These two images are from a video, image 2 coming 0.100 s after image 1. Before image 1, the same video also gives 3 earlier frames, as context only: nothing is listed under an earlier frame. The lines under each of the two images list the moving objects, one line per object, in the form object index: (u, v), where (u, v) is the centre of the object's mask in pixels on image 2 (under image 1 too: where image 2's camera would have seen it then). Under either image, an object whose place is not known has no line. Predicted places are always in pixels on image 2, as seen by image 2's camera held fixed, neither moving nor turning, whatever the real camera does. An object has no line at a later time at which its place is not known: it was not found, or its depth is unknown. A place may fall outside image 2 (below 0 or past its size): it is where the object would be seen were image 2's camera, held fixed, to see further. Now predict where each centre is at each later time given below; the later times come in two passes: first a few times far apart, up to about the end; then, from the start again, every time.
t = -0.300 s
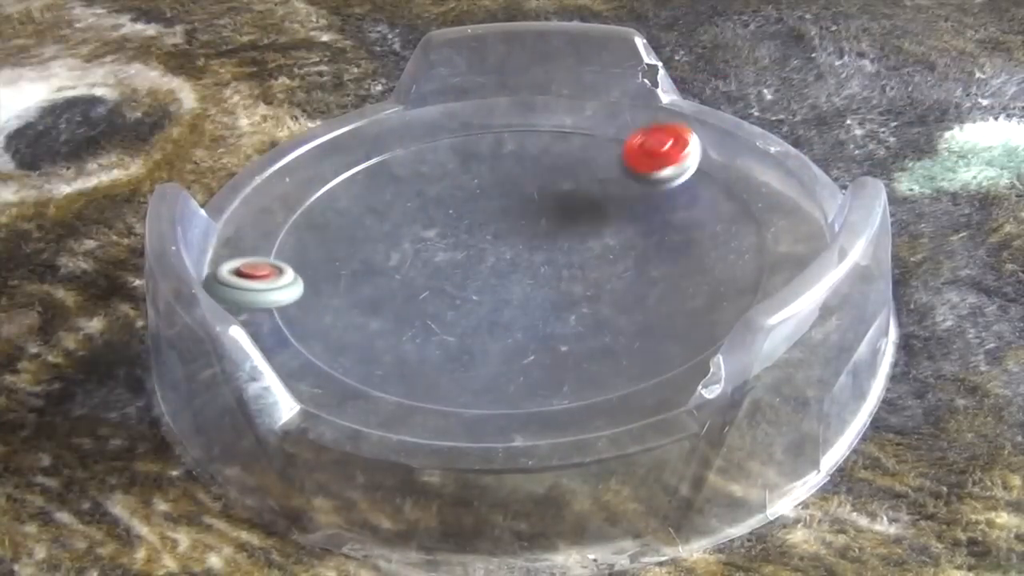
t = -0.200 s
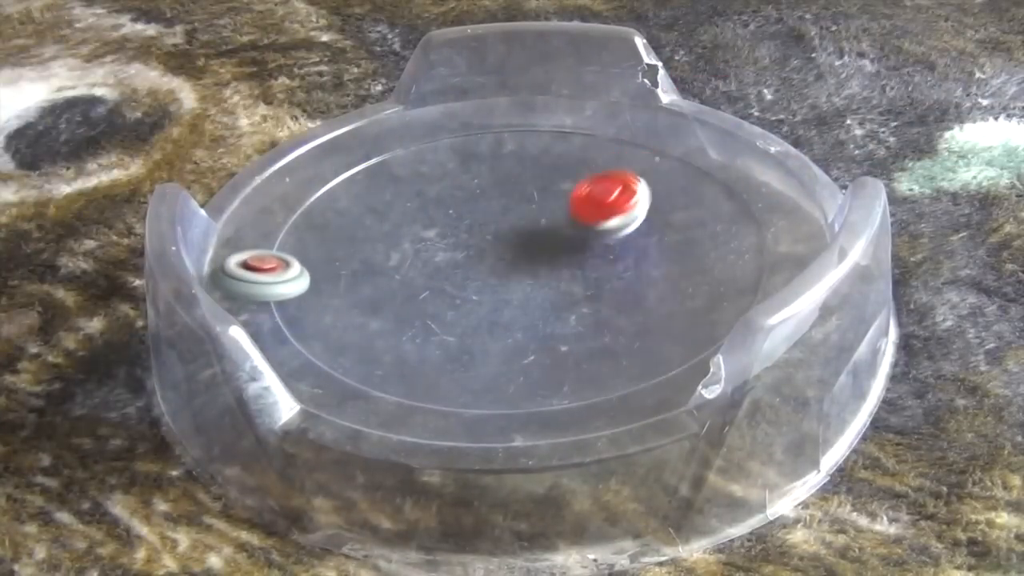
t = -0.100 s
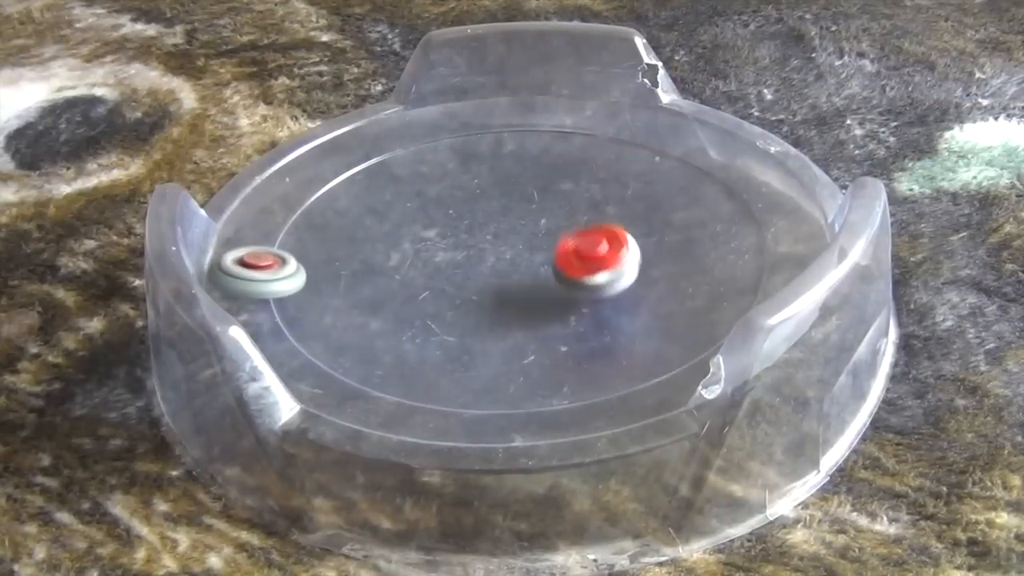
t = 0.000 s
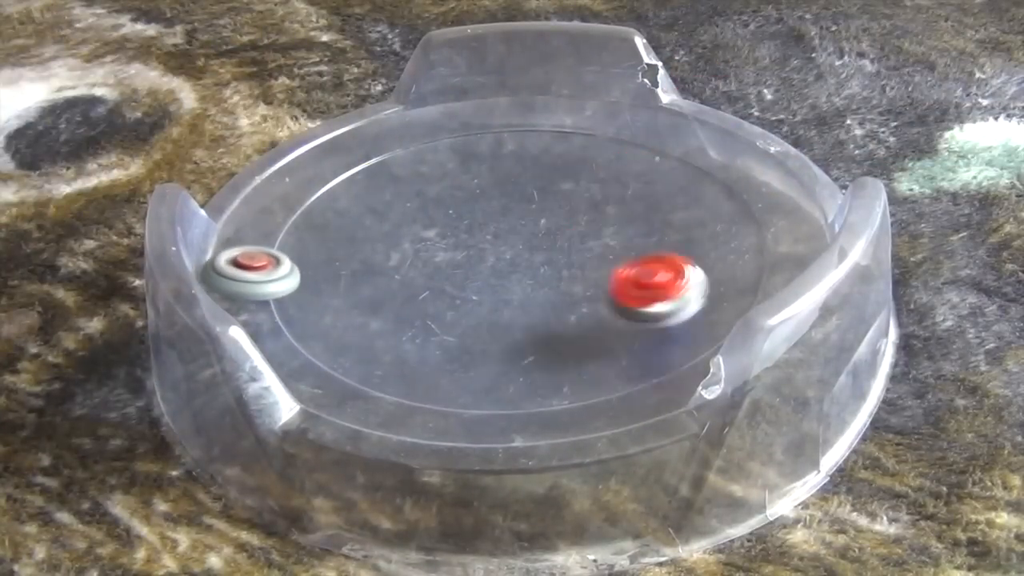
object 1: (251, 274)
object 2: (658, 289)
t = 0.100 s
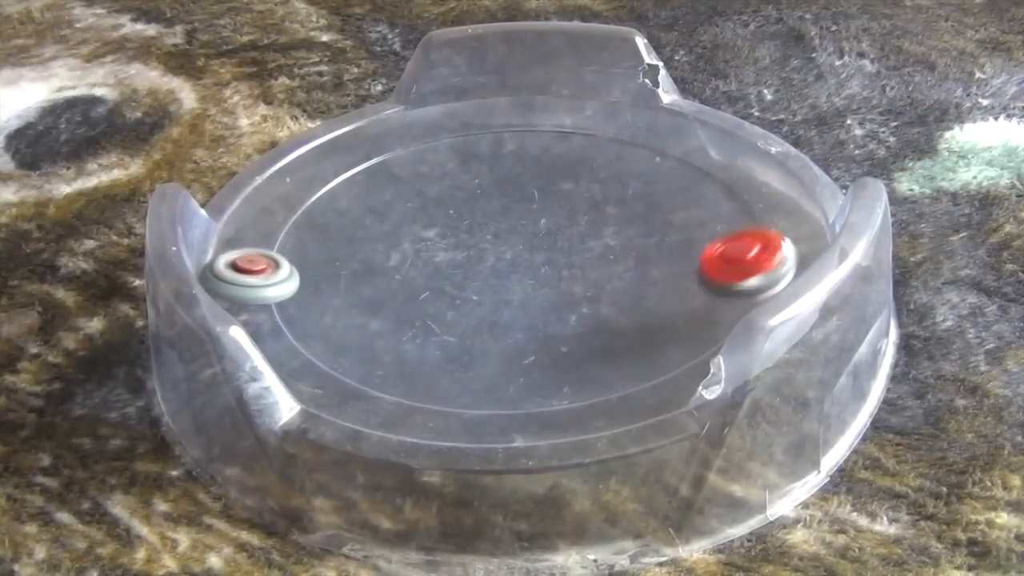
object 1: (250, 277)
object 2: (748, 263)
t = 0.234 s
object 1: (252, 284)
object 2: (784, 232)
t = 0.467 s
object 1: (346, 320)
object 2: (604, 234)
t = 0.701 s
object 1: (590, 324)
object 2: (468, 229)
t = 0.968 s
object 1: (588, 201)
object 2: (504, 318)
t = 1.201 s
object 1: (388, 157)
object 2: (598, 199)
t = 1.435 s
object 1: (355, 326)
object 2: (328, 216)
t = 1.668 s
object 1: (647, 358)
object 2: (488, 356)
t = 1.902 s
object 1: (725, 241)
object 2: (527, 257)
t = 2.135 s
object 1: (482, 193)
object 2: (296, 229)
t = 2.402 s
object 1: (266, 295)
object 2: (493, 326)
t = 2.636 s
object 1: (657, 364)
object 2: (525, 164)
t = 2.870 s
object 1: (674, 79)
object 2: (323, 180)
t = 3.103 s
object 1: (567, 234)
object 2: (492, 282)
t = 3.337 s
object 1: (557, 187)
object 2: (660, 285)
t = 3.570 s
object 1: (450, 218)
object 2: (646, 159)
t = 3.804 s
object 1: (575, 291)
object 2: (417, 224)
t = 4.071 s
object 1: (659, 186)
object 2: (555, 343)
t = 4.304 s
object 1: (490, 206)
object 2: (682, 229)
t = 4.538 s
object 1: (500, 310)
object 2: (462, 188)
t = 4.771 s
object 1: (669, 271)
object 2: (334, 297)
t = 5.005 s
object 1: (559, 215)
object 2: (581, 321)
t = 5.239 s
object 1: (440, 287)
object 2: (608, 184)
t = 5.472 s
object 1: (580, 317)
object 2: (404, 159)
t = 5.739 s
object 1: (577, 221)
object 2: (434, 306)
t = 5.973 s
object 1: (424, 249)
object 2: (677, 246)
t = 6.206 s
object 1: (512, 317)
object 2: (611, 138)
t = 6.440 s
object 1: (605, 251)
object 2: (420, 209)
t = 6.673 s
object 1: (523, 205)
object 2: (500, 331)
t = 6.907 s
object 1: (425, 265)
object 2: (707, 261)
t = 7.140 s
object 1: (544, 306)
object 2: (570, 184)
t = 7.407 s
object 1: (621, 233)
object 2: (352, 256)
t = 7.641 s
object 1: (523, 199)
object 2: (489, 341)
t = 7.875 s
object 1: (444, 262)
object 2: (632, 238)
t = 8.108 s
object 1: (539, 308)
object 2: (494, 157)
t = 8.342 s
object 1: (624, 254)
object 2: (359, 235)
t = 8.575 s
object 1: (545, 208)
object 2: (547, 305)
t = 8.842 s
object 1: (443, 265)
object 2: (670, 184)
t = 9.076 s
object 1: (528, 312)
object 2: (501, 168)
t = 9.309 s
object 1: (608, 256)
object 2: (429, 285)
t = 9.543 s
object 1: (507, 223)
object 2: (619, 315)
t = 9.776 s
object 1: (438, 277)
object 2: (644, 215)
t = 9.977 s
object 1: (524, 310)
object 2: (477, 199)
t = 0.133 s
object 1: (250, 278)
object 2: (761, 254)
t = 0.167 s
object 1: (252, 280)
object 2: (774, 244)
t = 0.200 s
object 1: (252, 282)
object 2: (781, 238)
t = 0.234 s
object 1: (252, 284)
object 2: (784, 232)
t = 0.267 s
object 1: (255, 286)
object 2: (780, 229)
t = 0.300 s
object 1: (257, 289)
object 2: (769, 225)
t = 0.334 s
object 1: (260, 293)
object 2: (751, 225)
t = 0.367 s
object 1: (267, 299)
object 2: (723, 224)
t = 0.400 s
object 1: (284, 304)
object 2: (689, 224)
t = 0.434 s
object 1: (309, 313)
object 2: (648, 227)
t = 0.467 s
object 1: (346, 320)
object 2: (604, 234)
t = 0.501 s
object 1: (390, 324)
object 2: (561, 245)
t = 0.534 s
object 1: (444, 321)
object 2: (520, 258)
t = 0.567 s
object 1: (483, 315)
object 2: (495, 250)
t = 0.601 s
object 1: (507, 307)
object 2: (485, 231)
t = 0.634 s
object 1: (536, 318)
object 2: (478, 229)
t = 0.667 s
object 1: (564, 330)
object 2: (471, 230)
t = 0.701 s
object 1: (590, 324)
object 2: (468, 229)
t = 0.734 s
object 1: (608, 315)
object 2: (464, 234)
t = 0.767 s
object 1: (622, 302)
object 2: (456, 243)
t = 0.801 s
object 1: (630, 286)
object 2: (444, 255)
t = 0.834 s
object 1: (633, 270)
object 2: (434, 272)
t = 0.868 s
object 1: (630, 252)
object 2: (432, 287)
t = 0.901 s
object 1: (620, 234)
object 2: (445, 302)
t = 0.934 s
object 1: (606, 217)
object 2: (469, 314)
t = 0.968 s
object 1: (588, 201)
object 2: (504, 318)
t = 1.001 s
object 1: (564, 187)
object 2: (543, 316)
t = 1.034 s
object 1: (537, 174)
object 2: (580, 305)
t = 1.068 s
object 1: (508, 162)
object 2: (610, 286)
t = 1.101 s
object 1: (479, 155)
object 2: (627, 264)
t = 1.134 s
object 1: (447, 150)
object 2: (631, 239)
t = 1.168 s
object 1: (416, 148)
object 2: (621, 217)
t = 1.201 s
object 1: (388, 157)
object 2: (598, 199)
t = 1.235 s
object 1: (365, 168)
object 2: (569, 183)
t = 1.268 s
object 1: (343, 187)
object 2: (531, 173)
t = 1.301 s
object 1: (328, 210)
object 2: (489, 168)
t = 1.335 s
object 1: (321, 238)
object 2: (447, 169)
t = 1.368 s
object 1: (319, 266)
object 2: (403, 178)
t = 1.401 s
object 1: (327, 297)
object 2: (361, 195)
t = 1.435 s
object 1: (355, 326)
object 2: (328, 216)
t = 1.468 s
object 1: (392, 353)
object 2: (308, 241)
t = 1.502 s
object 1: (436, 378)
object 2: (301, 268)
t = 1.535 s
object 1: (492, 392)
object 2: (312, 296)
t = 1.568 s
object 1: (553, 407)
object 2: (338, 321)
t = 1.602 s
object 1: (615, 398)
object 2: (379, 339)
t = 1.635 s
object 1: (660, 379)
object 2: (429, 352)
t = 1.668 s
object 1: (647, 358)
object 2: (488, 356)
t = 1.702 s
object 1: (642, 355)
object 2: (535, 349)
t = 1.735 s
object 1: (663, 339)
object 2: (559, 340)
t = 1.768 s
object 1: (698, 313)
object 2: (557, 305)
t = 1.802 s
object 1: (720, 295)
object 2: (553, 289)
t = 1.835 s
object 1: (732, 276)
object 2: (552, 290)
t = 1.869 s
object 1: (734, 257)
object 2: (541, 271)
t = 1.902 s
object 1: (725, 241)
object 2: (527, 257)
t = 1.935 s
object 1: (709, 227)
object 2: (502, 242)
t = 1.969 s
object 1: (685, 217)
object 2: (472, 230)
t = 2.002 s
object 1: (653, 207)
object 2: (439, 221)
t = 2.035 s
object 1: (616, 200)
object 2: (403, 216)
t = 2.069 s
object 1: (571, 197)
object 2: (365, 215)
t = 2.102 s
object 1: (527, 195)
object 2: (329, 221)
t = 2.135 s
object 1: (482, 193)
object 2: (296, 229)
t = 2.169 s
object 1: (438, 192)
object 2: (277, 243)
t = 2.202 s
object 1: (396, 194)
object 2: (279, 266)
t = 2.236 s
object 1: (351, 199)
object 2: (295, 293)
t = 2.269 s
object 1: (319, 207)
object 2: (326, 319)
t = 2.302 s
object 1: (298, 227)
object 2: (363, 334)
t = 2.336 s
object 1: (282, 247)
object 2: (405, 340)
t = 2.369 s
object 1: (269, 272)
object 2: (450, 336)
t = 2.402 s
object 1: (266, 295)
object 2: (493, 326)
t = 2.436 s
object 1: (288, 318)
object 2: (530, 308)
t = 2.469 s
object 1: (322, 346)
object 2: (558, 282)
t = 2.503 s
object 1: (368, 369)
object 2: (572, 257)
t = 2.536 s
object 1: (429, 386)
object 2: (572, 232)
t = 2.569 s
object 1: (501, 393)
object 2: (565, 207)
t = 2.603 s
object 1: (581, 386)
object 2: (549, 184)
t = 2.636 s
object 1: (657, 364)
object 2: (525, 164)
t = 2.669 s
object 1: (708, 322)
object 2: (496, 147)
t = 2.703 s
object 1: (755, 282)
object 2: (463, 135)
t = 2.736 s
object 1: (782, 241)
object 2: (429, 127)
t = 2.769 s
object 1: (776, 197)
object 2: (398, 132)
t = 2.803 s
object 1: (744, 154)
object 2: (370, 146)
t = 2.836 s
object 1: (704, 114)
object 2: (344, 161)
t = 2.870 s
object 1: (674, 79)
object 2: (323, 180)
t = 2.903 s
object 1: (668, 79)
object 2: (314, 193)
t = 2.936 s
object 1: (661, 95)
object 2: (317, 212)
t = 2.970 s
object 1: (657, 133)
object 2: (335, 232)
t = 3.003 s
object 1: (642, 165)
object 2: (361, 253)
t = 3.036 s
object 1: (623, 187)
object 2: (401, 270)
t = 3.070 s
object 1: (597, 212)
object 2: (445, 279)
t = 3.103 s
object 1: (567, 234)
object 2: (492, 282)
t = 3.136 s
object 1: (556, 238)
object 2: (525, 284)
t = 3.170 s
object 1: (556, 232)
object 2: (531, 300)
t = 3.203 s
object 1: (561, 221)
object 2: (543, 312)
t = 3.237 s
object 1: (566, 210)
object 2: (563, 315)
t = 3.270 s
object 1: (567, 201)
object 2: (590, 312)
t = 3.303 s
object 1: (564, 193)
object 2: (625, 301)
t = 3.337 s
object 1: (557, 187)
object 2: (660, 285)
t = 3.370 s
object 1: (545, 182)
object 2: (687, 265)
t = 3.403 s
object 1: (528, 181)
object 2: (706, 242)
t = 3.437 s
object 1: (510, 182)
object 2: (714, 219)
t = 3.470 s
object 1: (491, 187)
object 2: (712, 199)
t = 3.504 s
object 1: (474, 196)
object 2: (697, 181)
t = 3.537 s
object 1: (461, 206)
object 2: (675, 168)
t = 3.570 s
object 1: (450, 218)
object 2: (646, 159)
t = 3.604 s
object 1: (446, 233)
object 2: (611, 154)
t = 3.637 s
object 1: (448, 248)
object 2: (574, 157)
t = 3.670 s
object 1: (461, 261)
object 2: (536, 162)
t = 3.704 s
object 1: (482, 275)
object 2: (501, 172)
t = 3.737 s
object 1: (510, 285)
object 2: (467, 187)
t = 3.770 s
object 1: (543, 291)
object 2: (441, 204)
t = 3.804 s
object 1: (575, 291)
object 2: (417, 224)
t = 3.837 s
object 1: (608, 285)
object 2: (403, 244)
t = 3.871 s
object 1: (634, 276)
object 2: (397, 266)
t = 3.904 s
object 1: (656, 263)
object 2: (402, 288)
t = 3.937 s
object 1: (672, 247)
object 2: (413, 309)
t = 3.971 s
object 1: (680, 230)
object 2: (437, 325)
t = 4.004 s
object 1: (682, 213)
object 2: (471, 338)
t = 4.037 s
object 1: (675, 199)
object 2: (511, 344)
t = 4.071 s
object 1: (659, 186)
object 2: (555, 343)
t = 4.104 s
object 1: (639, 179)
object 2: (598, 337)
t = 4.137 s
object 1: (618, 175)
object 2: (637, 324)
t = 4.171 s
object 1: (591, 176)
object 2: (669, 306)
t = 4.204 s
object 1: (564, 180)
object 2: (689, 288)
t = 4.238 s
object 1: (537, 187)
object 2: (697, 268)
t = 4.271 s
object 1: (512, 195)
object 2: (694, 247)
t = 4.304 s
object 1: (490, 206)
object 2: (682, 229)
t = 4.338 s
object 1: (472, 218)
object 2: (662, 213)
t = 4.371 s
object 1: (460, 234)
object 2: (636, 200)
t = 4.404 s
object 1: (455, 249)
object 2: (605, 191)
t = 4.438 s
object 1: (455, 265)
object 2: (570, 185)
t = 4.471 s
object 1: (464, 281)
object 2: (533, 183)
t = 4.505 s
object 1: (478, 298)
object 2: (497, 184)
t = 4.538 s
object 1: (500, 310)
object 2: (462, 188)
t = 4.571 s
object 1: (527, 319)
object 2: (428, 196)
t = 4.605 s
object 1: (557, 323)
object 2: (397, 207)
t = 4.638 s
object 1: (587, 320)
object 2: (368, 221)
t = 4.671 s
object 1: (619, 312)
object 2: (346, 238)
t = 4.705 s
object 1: (642, 300)
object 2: (332, 256)
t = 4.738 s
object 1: (659, 287)
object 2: (328, 276)
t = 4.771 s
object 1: (669, 271)
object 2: (334, 297)
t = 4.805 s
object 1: (671, 255)
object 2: (353, 315)
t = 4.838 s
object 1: (662, 241)
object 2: (381, 330)
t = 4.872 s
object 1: (647, 230)
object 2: (416, 340)
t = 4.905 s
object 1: (629, 221)
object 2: (457, 345)
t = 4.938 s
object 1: (607, 216)
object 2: (500, 344)
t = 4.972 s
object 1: (583, 215)
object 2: (544, 335)
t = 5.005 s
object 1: (559, 215)
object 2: (581, 321)
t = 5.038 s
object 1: (534, 218)
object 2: (610, 303)
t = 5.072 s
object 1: (512, 222)
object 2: (630, 283)
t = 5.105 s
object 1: (491, 231)
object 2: (642, 260)
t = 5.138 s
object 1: (471, 242)
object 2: (644, 240)
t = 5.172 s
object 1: (454, 256)
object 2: (639, 218)
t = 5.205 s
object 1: (445, 270)
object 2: (626, 200)
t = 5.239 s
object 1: (440, 287)
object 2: (608, 184)
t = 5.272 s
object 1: (443, 303)
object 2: (584, 170)
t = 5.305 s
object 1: (456, 316)
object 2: (557, 159)
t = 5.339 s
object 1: (477, 326)
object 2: (528, 150)
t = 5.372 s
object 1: (506, 332)
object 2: (496, 145)
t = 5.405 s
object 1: (536, 331)
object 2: (465, 144)
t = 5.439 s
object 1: (561, 325)
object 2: (433, 150)
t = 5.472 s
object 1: (580, 317)
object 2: (404, 159)
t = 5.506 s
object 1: (598, 306)
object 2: (379, 173)
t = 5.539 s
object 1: (611, 294)
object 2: (359, 190)
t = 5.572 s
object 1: (618, 279)
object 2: (347, 212)
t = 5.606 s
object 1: (618, 265)
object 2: (344, 234)
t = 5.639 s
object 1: (614, 252)
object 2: (351, 257)
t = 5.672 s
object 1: (606, 239)
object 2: (370, 276)
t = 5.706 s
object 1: (594, 229)
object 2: (398, 294)
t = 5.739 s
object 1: (577, 221)
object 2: (434, 306)
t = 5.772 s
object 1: (559, 216)
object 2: (474, 314)
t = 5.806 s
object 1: (538, 215)
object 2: (517, 316)
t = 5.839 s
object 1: (514, 216)
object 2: (558, 310)
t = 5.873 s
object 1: (488, 219)
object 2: (597, 299)
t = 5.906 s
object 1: (465, 225)
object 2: (630, 285)
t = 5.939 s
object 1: (442, 236)
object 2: (659, 266)
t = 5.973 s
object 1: (424, 249)
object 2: (677, 246)
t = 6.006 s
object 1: (414, 262)
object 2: (688, 226)
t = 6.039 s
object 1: (413, 278)
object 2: (692, 205)
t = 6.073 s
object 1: (419, 293)
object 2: (688, 186)
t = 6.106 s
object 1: (437, 306)
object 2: (676, 170)
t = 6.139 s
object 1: (460, 315)
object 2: (658, 155)
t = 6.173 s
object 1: (486, 318)
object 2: (637, 145)
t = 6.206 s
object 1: (512, 317)
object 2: (611, 138)
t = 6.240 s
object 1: (534, 313)
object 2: (581, 137)
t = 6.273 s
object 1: (555, 307)
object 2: (550, 139)
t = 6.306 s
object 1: (572, 297)
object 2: (519, 146)
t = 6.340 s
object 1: (585, 287)
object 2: (489, 157)
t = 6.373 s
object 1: (597, 275)
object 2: (461, 172)
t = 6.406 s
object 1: (602, 263)
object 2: (439, 189)
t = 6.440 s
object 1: (605, 251)
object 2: (420, 209)
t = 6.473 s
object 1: (604, 242)
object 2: (409, 231)
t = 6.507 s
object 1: (601, 231)
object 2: (405, 253)
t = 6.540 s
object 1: (593, 223)
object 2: (410, 274)
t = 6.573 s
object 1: (580, 218)
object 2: (423, 292)
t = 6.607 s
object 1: (564, 213)
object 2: (441, 309)
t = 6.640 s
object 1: (545, 208)
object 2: (466, 322)
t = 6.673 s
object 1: (523, 205)
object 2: (500, 331)
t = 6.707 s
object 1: (500, 206)
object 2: (537, 334)
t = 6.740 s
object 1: (477, 211)
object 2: (577, 332)
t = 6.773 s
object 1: (458, 219)
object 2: (615, 324)
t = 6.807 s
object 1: (443, 230)
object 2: (651, 312)
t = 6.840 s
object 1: (433, 241)
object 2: (678, 296)
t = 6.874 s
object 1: (425, 253)
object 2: (697, 279)
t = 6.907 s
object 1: (425, 265)
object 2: (707, 261)
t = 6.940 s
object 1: (432, 277)
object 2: (707, 242)
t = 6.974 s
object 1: (443, 289)
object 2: (700, 226)
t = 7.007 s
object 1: (458, 298)
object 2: (684, 212)
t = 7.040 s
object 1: (478, 305)
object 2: (661, 200)
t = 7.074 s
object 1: (499, 308)
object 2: (634, 192)
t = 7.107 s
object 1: (523, 309)
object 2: (604, 186)
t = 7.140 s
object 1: (544, 306)
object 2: (570, 184)
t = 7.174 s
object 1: (566, 301)
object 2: (537, 184)
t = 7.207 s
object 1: (582, 294)
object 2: (502, 188)
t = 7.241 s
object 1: (598, 285)
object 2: (469, 194)
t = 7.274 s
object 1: (610, 275)
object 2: (439, 203)
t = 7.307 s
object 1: (618, 265)
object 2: (412, 212)
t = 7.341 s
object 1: (622, 255)
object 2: (386, 226)
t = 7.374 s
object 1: (623, 245)
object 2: (366, 240)
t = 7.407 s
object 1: (621, 233)
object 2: (352, 256)
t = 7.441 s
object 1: (615, 224)
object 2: (346, 274)
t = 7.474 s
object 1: (606, 214)
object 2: (349, 292)
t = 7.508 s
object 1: (592, 208)
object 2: (362, 309)
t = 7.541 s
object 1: (578, 202)
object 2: (384, 324)
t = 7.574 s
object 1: (561, 198)
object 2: (413, 335)
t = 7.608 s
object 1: (541, 198)
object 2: (451, 341)
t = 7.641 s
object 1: (523, 199)
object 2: (489, 341)
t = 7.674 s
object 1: (504, 202)
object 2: (527, 336)
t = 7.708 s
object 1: (488, 208)
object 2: (562, 327)
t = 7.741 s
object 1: (472, 216)
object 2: (591, 312)
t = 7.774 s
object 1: (460, 226)
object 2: (613, 295)
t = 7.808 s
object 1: (450, 237)
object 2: (626, 277)
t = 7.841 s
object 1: (444, 250)
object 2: (633, 257)
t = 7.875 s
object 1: (444, 262)
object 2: (632, 238)
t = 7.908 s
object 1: (451, 272)
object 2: (626, 220)
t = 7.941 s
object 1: (459, 284)
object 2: (613, 205)
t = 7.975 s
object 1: (471, 293)
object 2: (596, 190)
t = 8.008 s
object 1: (486, 300)
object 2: (575, 178)
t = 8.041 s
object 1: (503, 305)
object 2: (550, 169)
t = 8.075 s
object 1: (522, 307)
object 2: (523, 161)
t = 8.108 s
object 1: (539, 308)
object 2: (494, 157)
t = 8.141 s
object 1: (558, 306)
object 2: (466, 156)
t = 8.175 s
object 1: (576, 301)
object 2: (437, 160)
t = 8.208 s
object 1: (591, 295)
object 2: (412, 168)
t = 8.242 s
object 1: (604, 286)
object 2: (389, 180)
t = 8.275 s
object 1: (614, 276)
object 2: (370, 198)
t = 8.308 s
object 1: (620, 266)
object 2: (360, 215)
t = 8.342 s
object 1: (624, 254)
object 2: (359, 235)
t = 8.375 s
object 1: (623, 244)
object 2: (366, 255)
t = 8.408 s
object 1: (618, 233)
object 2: (382, 272)
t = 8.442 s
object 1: (610, 223)
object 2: (408, 288)
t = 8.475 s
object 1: (597, 216)
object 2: (439, 299)
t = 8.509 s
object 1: (582, 211)
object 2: (472, 306)
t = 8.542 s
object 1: (563, 209)
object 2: (510, 308)
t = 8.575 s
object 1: (545, 208)
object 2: (547, 305)
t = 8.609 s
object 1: (526, 210)
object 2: (582, 297)
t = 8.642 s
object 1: (507, 214)
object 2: (612, 285)
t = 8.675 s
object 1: (490, 220)
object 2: (639, 270)
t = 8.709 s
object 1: (475, 227)
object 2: (659, 253)
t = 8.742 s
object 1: (460, 236)
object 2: (672, 235)
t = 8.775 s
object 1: (451, 245)
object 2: (678, 217)
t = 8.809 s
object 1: (445, 255)
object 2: (677, 200)
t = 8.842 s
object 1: (443, 265)
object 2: (670, 184)
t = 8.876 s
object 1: (447, 274)
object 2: (656, 171)
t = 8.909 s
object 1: (452, 284)
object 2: (636, 160)
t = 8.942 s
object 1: (461, 294)
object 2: (613, 154)
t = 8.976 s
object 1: (473, 301)
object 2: (587, 151)
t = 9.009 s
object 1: (489, 307)
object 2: (556, 153)
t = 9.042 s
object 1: (507, 311)
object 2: (529, 157)
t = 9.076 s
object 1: (528, 312)
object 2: (501, 168)
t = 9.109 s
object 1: (548, 310)
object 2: (476, 181)
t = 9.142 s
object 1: (567, 305)
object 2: (454, 196)
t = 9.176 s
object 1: (584, 298)
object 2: (436, 213)
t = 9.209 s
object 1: (596, 289)
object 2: (425, 232)
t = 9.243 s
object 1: (604, 278)
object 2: (419, 250)
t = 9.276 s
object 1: (608, 268)
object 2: (420, 268)
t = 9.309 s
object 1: (608, 256)
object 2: (429, 285)
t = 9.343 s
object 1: (604, 245)
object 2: (442, 302)
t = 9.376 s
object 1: (595, 236)
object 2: (462, 314)
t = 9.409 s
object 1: (581, 229)
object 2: (489, 323)
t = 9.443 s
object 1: (564, 225)
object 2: (519, 329)
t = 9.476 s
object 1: (546, 222)
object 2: (554, 330)
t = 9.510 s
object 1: (527, 222)
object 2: (586, 325)
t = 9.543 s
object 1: (507, 223)
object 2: (619, 315)
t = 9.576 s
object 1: (489, 227)
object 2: (645, 303)
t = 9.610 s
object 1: (471, 232)
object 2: (665, 288)
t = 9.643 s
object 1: (457, 239)
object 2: (676, 272)
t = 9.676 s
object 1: (446, 247)
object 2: (678, 256)
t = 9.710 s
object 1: (437, 257)
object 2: (673, 241)
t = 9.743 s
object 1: (434, 267)
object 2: (662, 227)
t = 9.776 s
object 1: (438, 277)
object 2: (644, 215)
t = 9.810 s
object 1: (442, 287)
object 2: (621, 206)
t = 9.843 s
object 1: (451, 296)
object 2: (594, 200)
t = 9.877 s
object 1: (466, 303)
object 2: (565, 196)
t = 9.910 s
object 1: (482, 308)
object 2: (536, 195)
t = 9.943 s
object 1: (501, 311)
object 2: (506, 196)
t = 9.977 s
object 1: (524, 310)
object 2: (477, 199)
